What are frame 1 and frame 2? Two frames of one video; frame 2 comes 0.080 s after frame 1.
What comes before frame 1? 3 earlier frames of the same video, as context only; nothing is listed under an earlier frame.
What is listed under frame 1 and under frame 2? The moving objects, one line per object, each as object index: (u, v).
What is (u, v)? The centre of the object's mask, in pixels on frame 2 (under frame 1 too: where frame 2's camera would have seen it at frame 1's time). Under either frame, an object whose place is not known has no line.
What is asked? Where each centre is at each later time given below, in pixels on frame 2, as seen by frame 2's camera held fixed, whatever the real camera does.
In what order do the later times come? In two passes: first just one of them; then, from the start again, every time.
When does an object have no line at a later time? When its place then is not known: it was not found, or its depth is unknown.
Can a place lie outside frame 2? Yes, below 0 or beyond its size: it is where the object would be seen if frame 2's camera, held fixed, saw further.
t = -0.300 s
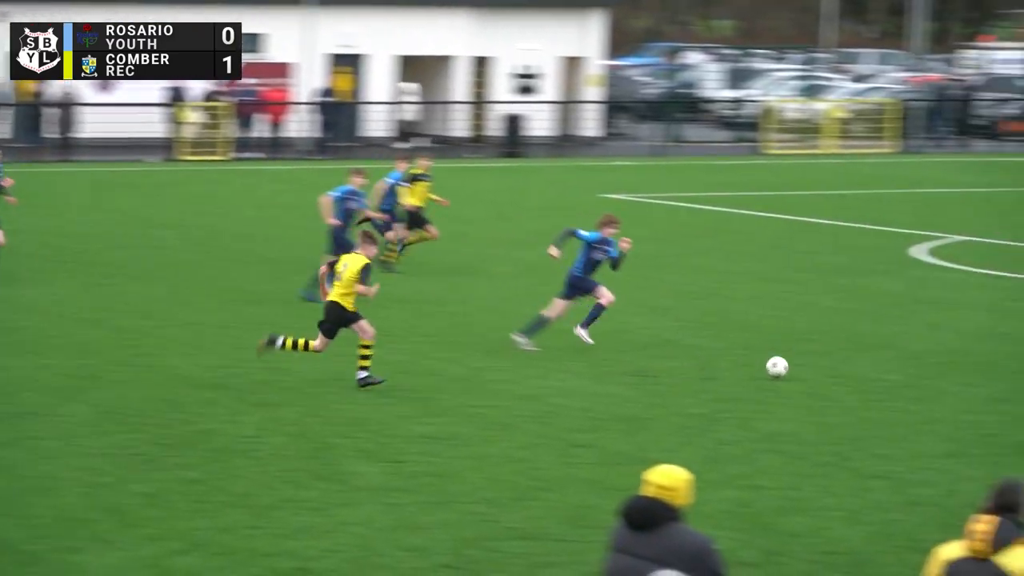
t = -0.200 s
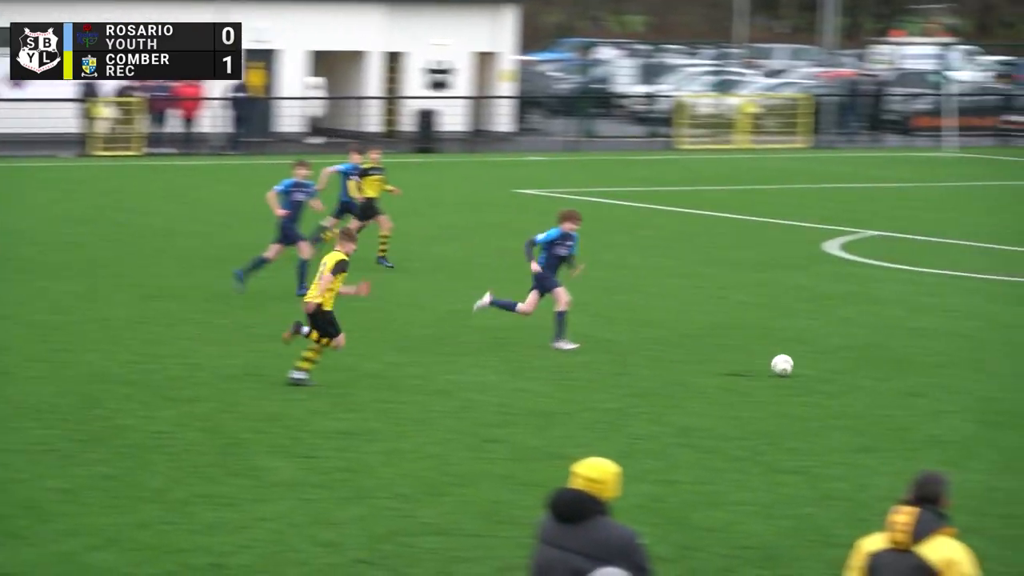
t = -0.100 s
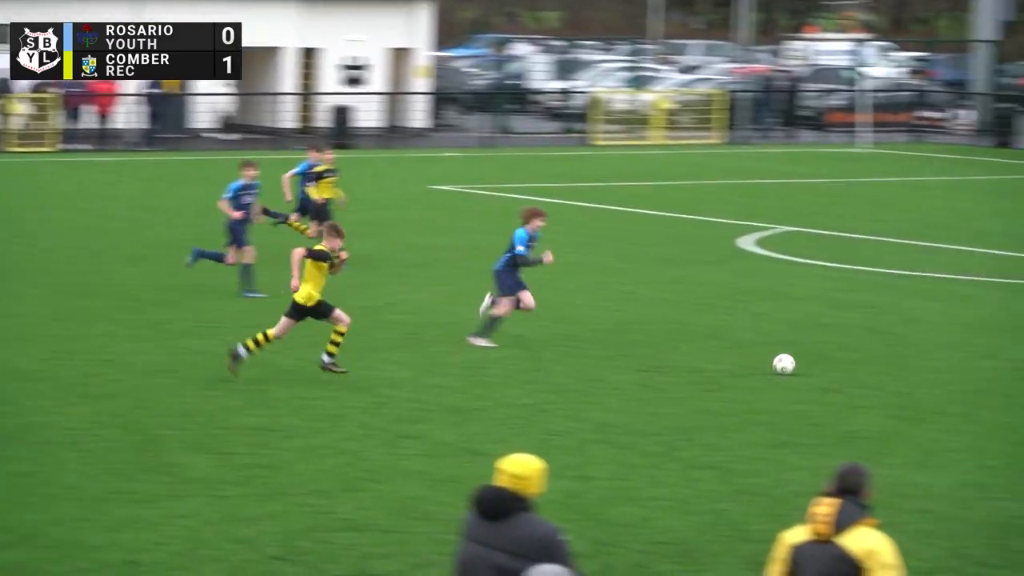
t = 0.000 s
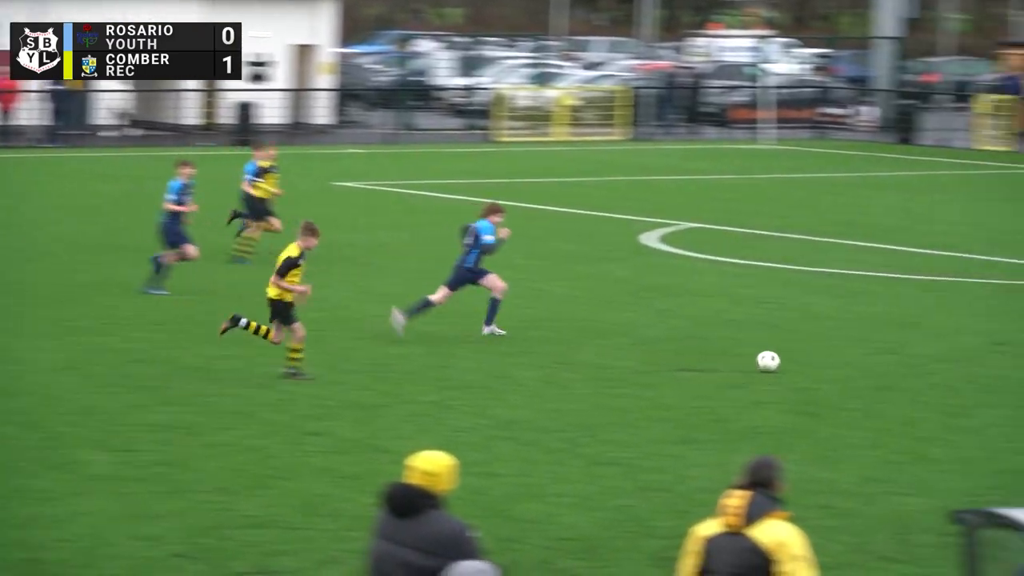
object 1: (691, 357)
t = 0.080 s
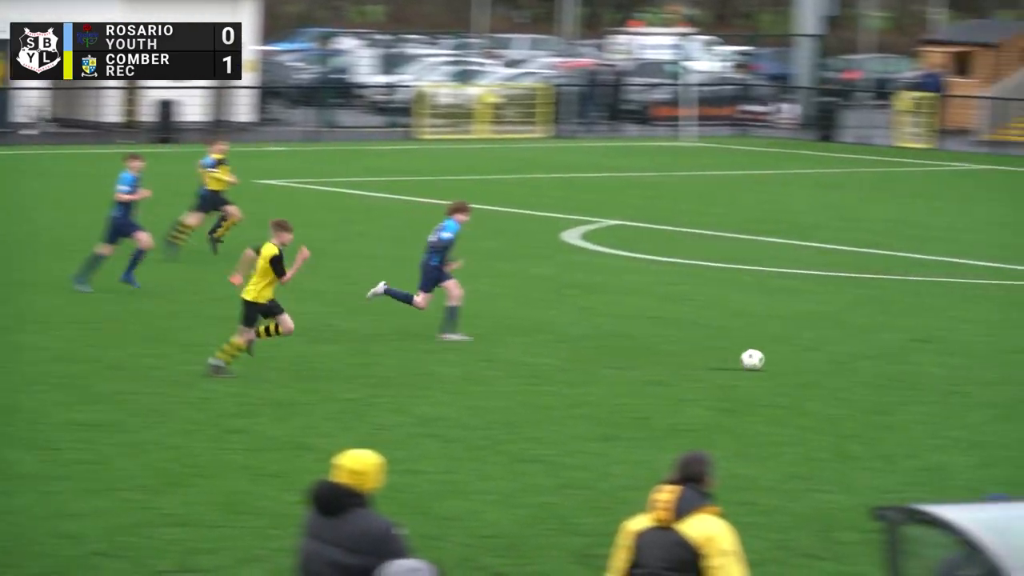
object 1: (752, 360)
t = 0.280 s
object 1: (894, 366)
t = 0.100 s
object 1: (766, 360)
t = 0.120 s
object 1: (781, 360)
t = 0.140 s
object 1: (796, 361)
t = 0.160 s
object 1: (810, 362)
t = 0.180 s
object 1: (824, 363)
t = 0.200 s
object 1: (839, 363)
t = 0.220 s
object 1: (853, 364)
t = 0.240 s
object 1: (866, 364)
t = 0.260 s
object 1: (880, 365)
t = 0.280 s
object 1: (894, 366)
